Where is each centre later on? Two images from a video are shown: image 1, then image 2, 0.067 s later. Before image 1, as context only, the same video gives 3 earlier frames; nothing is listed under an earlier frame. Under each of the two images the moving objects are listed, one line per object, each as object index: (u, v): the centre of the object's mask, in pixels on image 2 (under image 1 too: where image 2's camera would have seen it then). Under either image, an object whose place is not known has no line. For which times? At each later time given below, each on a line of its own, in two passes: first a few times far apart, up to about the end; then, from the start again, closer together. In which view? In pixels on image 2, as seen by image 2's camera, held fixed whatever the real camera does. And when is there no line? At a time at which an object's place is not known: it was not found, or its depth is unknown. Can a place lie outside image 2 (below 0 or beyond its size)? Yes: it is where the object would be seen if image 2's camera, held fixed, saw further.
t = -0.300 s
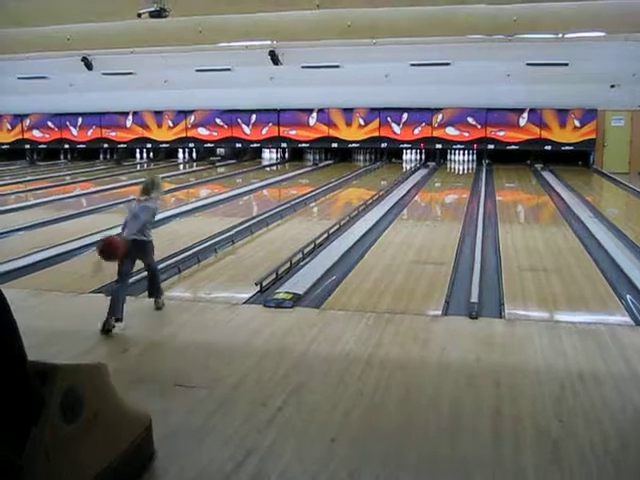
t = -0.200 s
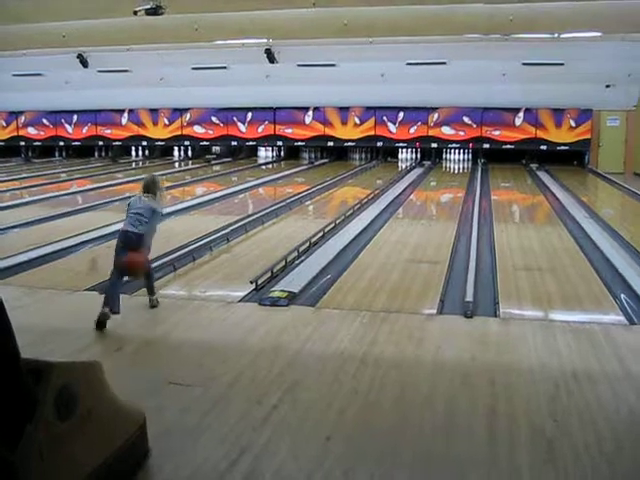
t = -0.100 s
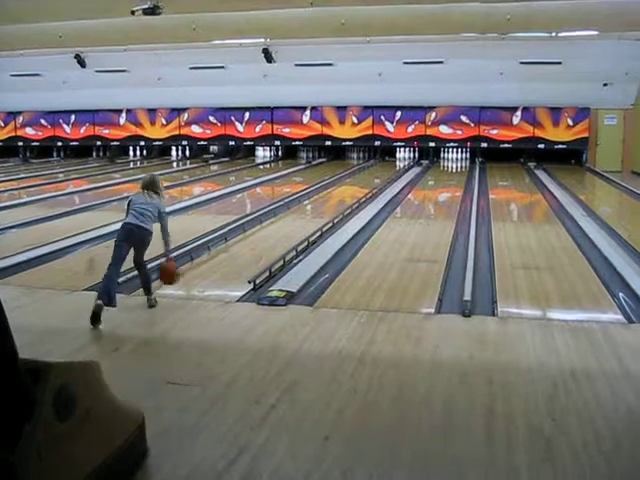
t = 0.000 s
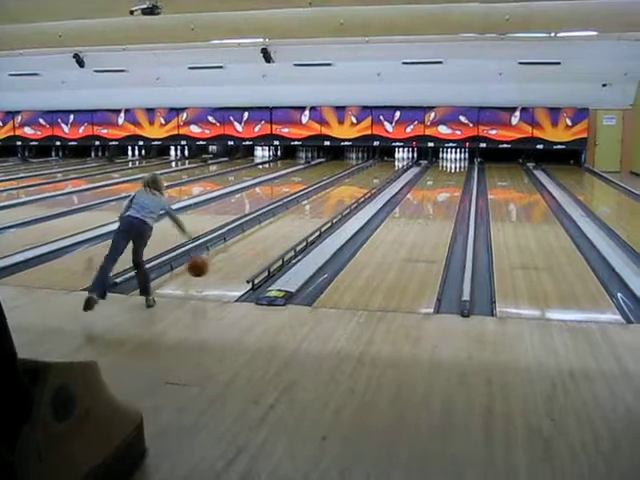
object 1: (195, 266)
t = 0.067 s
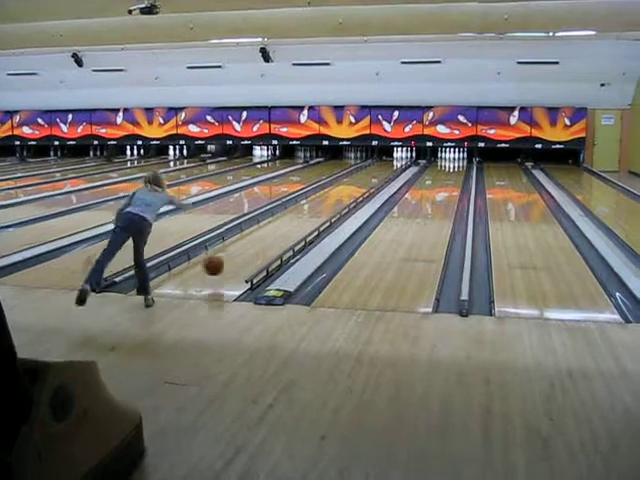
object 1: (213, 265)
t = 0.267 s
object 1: (256, 253)
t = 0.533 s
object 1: (298, 232)
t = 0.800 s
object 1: (314, 218)
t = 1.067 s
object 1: (322, 208)
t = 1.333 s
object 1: (328, 198)
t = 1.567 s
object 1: (332, 192)
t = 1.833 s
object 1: (336, 185)
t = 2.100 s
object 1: (340, 180)
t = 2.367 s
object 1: (347, 175)
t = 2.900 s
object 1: (366, 169)
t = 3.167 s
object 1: (372, 166)
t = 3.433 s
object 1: (379, 163)
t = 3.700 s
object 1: (385, 161)
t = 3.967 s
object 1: (389, 160)
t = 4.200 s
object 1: (393, 159)
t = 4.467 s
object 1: (397, 159)
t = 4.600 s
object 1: (398, 159)
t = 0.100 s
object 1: (222, 265)
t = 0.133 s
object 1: (229, 266)
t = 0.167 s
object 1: (236, 262)
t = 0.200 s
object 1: (244, 259)
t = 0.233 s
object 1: (250, 256)
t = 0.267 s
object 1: (256, 253)
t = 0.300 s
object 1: (262, 250)
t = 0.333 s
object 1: (268, 248)
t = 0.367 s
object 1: (273, 245)
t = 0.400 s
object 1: (279, 242)
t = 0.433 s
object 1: (284, 240)
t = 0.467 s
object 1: (289, 237)
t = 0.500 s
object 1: (293, 234)
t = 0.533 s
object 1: (298, 232)
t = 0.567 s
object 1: (302, 230)
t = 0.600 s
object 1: (305, 227)
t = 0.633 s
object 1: (307, 226)
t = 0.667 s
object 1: (309, 224)
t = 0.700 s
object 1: (310, 223)
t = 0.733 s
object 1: (312, 222)
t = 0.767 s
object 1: (313, 221)
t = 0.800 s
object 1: (314, 218)
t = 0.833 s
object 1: (315, 217)
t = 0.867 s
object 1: (316, 215)
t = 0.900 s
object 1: (317, 214)
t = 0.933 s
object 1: (319, 213)
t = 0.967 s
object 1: (319, 212)
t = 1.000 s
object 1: (321, 210)
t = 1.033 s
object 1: (321, 210)
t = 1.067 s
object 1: (322, 208)
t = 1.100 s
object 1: (323, 207)
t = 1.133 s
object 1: (324, 205)
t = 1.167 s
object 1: (324, 204)
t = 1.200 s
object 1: (325, 202)
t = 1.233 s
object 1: (326, 201)
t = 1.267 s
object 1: (326, 200)
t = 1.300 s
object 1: (327, 199)
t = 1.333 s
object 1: (328, 198)
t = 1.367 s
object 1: (328, 197)
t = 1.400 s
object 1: (329, 196)
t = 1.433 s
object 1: (330, 195)
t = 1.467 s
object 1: (330, 194)
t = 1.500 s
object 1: (331, 193)
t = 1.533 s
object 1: (332, 192)
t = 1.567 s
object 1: (332, 192)
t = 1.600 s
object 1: (332, 191)
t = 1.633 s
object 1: (334, 189)
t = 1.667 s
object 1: (334, 189)
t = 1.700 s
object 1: (334, 187)
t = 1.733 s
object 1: (335, 187)
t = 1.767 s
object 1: (335, 187)
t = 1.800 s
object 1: (335, 186)
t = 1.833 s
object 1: (336, 185)
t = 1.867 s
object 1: (336, 185)
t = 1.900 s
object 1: (336, 185)
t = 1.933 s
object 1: (336, 184)
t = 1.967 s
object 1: (338, 183)
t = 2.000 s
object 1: (337, 182)
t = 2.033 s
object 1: (338, 182)
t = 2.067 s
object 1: (339, 181)
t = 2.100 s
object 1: (340, 180)
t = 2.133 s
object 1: (340, 179)
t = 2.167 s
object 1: (340, 179)
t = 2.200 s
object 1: (341, 179)
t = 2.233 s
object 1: (340, 179)
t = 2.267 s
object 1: (342, 178)
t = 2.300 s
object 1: (341, 178)
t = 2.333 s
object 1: (342, 178)
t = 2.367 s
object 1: (347, 175)
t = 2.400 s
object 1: (348, 176)
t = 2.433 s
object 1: (351, 174)
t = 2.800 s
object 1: (363, 170)
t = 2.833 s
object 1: (365, 169)
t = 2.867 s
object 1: (365, 169)
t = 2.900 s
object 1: (366, 169)
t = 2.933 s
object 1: (366, 169)
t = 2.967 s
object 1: (368, 169)
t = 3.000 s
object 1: (370, 168)
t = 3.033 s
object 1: (371, 168)
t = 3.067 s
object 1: (371, 167)
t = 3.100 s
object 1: (371, 167)
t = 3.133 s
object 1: (372, 166)
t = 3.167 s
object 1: (372, 166)
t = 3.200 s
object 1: (373, 165)
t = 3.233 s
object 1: (375, 165)
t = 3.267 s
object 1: (375, 165)
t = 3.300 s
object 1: (375, 164)
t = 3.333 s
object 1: (377, 164)
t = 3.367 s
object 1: (378, 163)
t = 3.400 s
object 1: (378, 164)
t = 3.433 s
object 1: (379, 163)
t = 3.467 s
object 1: (381, 163)
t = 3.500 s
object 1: (381, 163)
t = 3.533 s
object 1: (381, 163)
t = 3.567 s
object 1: (382, 162)
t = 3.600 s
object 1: (382, 162)
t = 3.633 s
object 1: (383, 162)
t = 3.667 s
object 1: (384, 161)
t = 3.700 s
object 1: (385, 161)
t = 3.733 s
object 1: (385, 161)
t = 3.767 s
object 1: (385, 160)
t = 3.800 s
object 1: (386, 160)
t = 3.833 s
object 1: (387, 160)
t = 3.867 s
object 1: (387, 160)
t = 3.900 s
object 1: (387, 160)
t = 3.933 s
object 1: (388, 160)
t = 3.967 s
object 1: (389, 160)
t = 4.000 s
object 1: (389, 160)
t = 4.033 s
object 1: (390, 160)
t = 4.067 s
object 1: (391, 159)
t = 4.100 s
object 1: (391, 159)
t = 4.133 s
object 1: (393, 160)
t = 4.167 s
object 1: (393, 160)
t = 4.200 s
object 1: (393, 159)
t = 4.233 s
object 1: (394, 159)
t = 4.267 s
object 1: (394, 159)
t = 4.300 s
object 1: (396, 158)
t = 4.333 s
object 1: (397, 159)
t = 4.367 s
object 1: (397, 159)
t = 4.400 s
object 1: (397, 159)
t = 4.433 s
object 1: (397, 159)
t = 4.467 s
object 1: (397, 159)
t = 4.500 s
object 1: (398, 159)
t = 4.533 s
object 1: (399, 158)
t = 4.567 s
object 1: (399, 159)
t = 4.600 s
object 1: (398, 159)
